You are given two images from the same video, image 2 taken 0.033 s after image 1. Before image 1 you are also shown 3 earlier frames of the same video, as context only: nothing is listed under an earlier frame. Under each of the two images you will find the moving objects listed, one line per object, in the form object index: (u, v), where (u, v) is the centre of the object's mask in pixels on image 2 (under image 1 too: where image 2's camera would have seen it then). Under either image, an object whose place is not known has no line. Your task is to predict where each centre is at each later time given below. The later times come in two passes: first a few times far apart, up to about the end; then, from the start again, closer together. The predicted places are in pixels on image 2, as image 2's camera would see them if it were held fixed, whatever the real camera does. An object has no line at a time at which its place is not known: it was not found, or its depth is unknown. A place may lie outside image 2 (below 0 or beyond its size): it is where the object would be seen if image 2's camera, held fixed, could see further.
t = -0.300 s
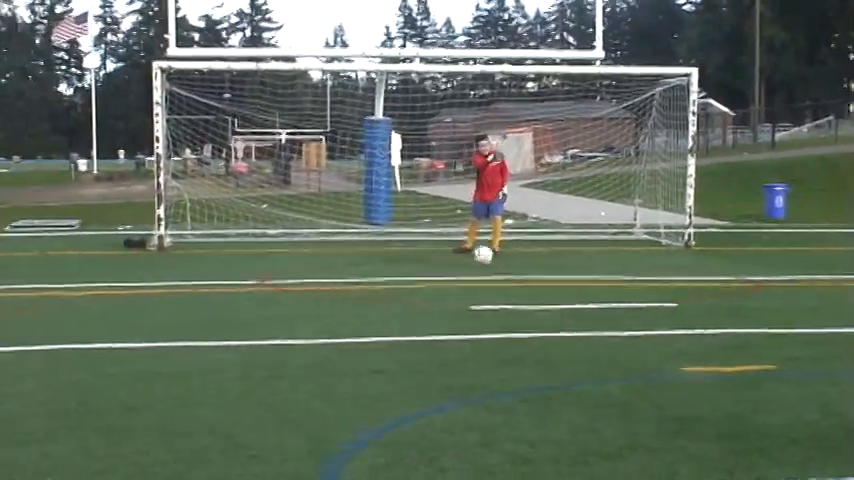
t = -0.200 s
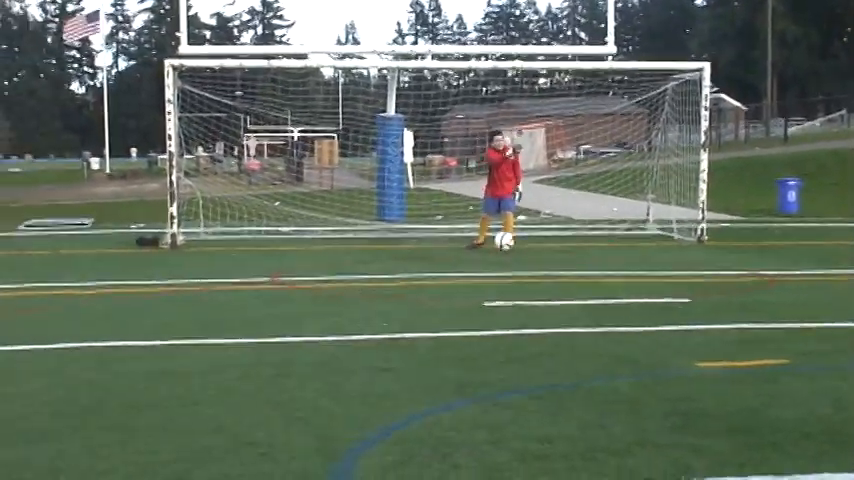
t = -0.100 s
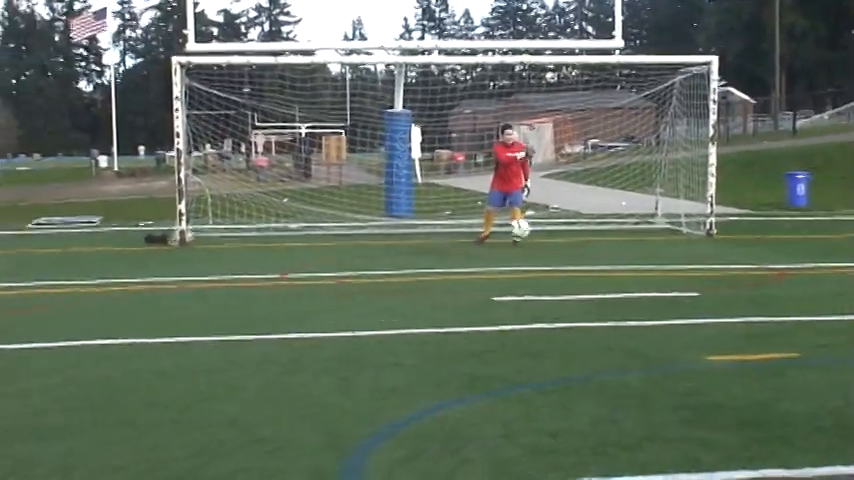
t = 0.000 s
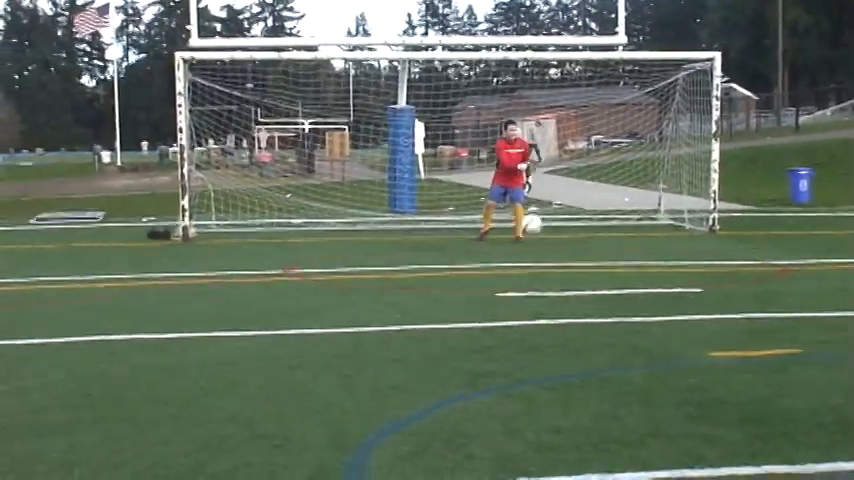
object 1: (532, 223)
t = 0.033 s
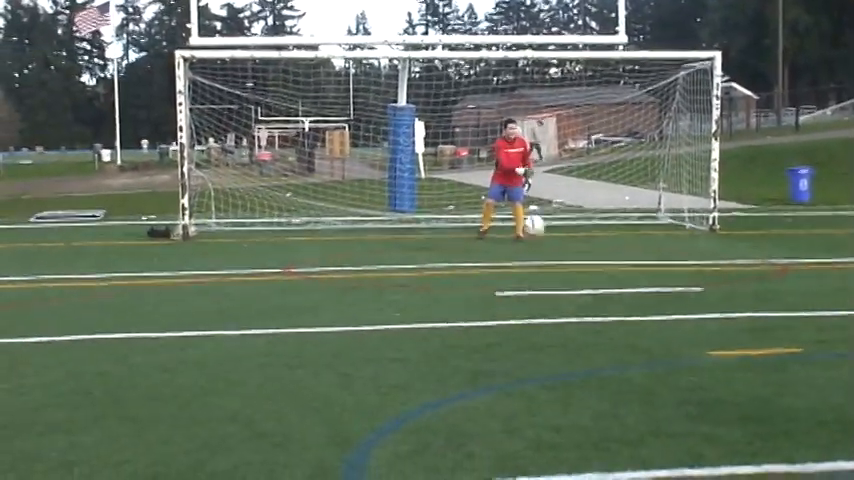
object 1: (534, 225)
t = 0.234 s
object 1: (552, 259)
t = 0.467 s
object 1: (577, 250)
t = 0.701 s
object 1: (602, 270)
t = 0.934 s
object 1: (631, 291)
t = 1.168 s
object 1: (663, 303)
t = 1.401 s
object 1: (702, 321)
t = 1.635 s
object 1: (747, 342)
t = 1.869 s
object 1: (802, 366)
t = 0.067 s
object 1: (537, 229)
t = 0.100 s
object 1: (540, 233)
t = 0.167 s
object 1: (546, 245)
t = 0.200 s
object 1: (549, 254)
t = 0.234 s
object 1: (552, 259)
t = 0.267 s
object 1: (555, 254)
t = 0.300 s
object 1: (559, 251)
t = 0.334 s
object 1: (562, 249)
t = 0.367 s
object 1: (565, 247)
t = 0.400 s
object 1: (569, 247)
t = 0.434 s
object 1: (573, 248)
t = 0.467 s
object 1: (577, 250)
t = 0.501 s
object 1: (580, 253)
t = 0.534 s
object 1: (584, 257)
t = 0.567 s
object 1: (588, 263)
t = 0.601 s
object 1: (592, 271)
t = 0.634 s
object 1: (596, 275)
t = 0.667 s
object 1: (599, 272)
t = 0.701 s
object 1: (602, 270)
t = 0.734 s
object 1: (606, 268)
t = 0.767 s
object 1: (611, 269)
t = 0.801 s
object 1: (614, 271)
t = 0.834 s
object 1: (618, 274)
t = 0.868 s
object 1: (622, 278)
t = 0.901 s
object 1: (626, 285)
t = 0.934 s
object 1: (631, 291)
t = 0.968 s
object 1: (635, 289)
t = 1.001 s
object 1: (639, 287)
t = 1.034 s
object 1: (644, 287)
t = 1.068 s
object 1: (649, 289)
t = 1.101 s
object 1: (653, 292)
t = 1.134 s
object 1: (658, 297)
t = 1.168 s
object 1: (663, 303)
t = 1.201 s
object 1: (668, 307)
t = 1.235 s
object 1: (673, 306)
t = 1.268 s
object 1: (679, 308)
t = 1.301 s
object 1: (684, 311)
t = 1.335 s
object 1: (690, 315)
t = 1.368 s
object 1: (696, 320)
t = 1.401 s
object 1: (702, 321)
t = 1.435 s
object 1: (708, 323)
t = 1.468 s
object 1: (714, 328)
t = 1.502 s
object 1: (720, 330)
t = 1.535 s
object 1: (727, 333)
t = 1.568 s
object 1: (733, 337)
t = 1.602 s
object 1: (740, 338)
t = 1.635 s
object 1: (747, 342)
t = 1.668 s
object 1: (754, 345)
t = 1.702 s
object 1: (763, 348)
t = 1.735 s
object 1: (771, 351)
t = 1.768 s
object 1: (778, 356)
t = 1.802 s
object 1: (786, 359)
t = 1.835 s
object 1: (794, 363)
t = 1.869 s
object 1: (802, 366)
